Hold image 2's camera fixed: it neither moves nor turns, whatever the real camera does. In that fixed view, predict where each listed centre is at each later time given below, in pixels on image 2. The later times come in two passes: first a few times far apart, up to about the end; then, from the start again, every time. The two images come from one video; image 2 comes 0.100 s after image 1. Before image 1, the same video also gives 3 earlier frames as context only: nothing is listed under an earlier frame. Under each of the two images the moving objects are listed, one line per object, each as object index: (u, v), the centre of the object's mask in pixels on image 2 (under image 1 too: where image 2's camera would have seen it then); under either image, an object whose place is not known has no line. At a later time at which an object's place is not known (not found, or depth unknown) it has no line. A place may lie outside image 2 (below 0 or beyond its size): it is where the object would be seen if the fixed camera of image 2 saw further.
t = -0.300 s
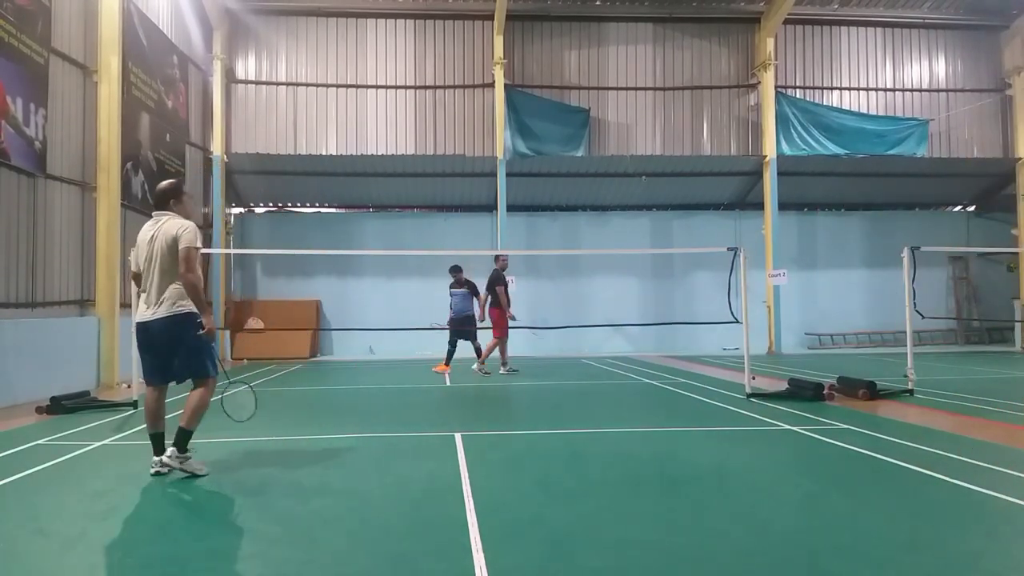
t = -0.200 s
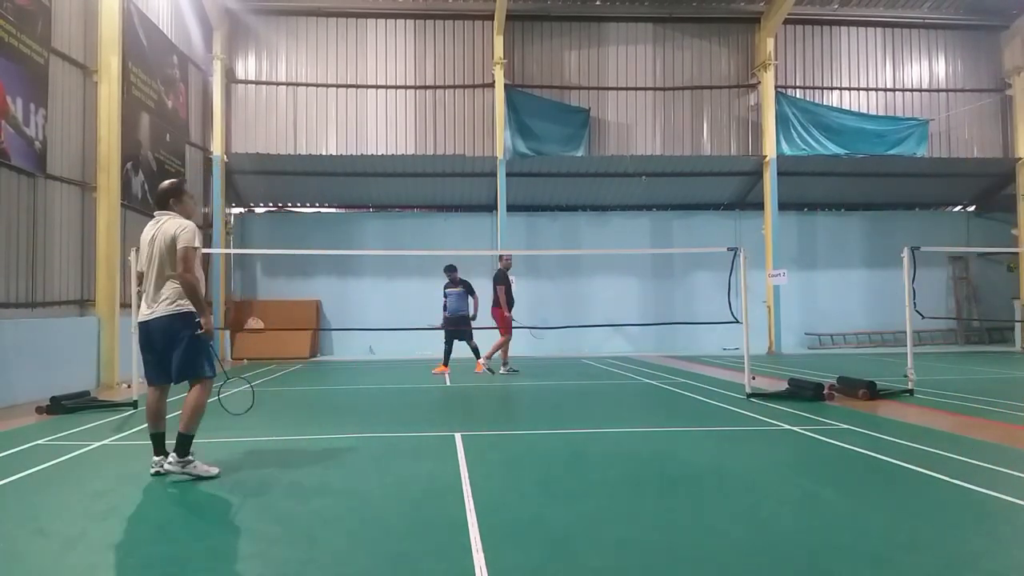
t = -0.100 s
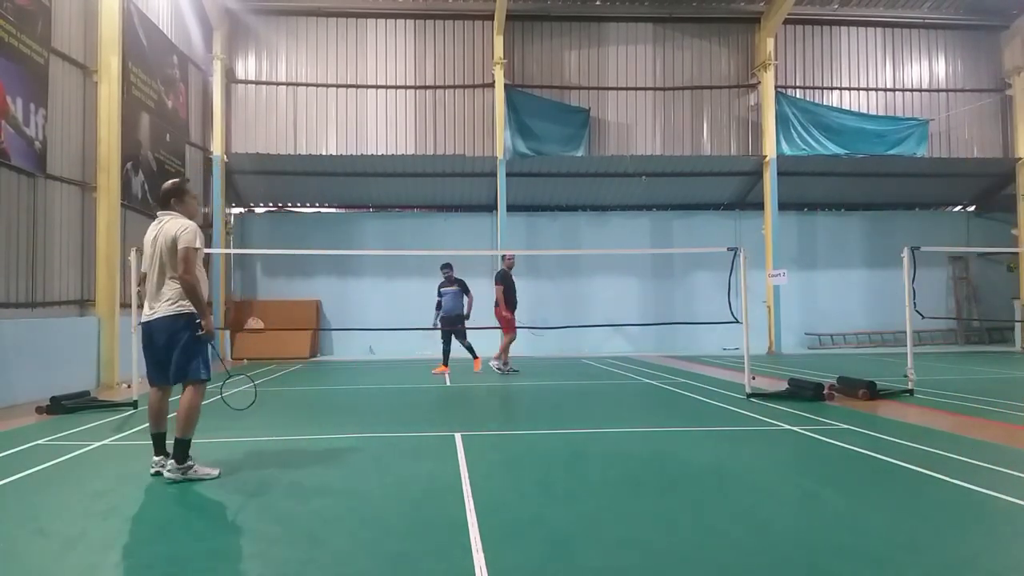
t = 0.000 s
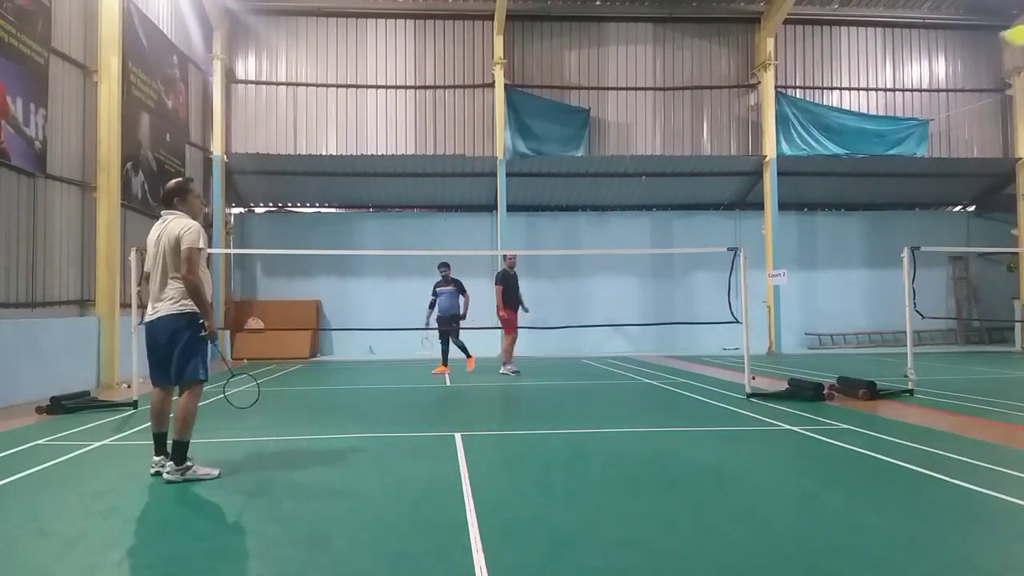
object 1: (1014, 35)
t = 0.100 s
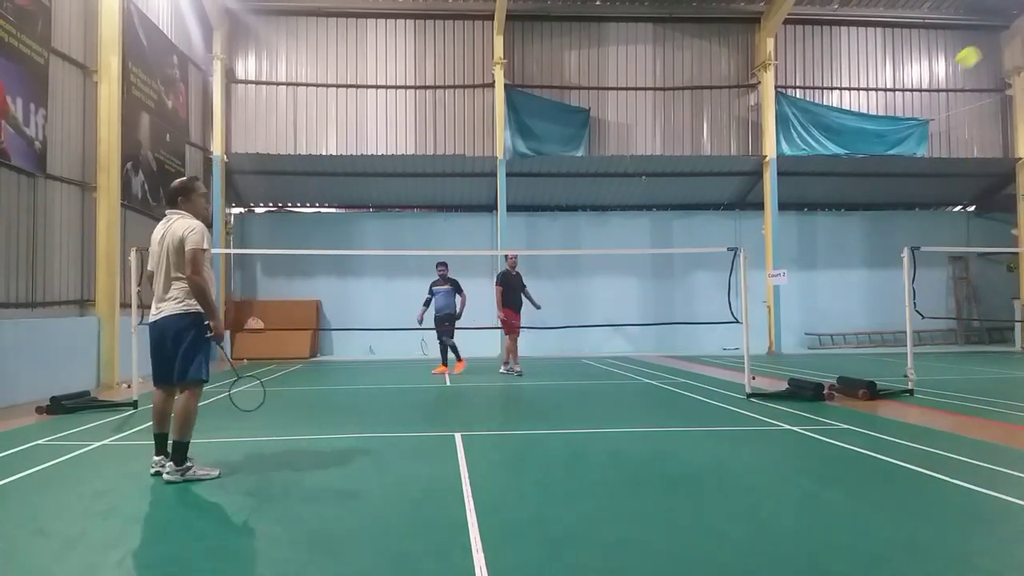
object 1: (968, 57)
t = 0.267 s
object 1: (903, 136)
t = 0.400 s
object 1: (866, 232)
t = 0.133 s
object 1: (954, 68)
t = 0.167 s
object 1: (938, 84)
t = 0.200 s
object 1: (926, 99)
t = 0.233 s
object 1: (914, 116)
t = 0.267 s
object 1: (903, 136)
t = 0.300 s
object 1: (891, 160)
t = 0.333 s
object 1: (882, 182)
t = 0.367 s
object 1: (874, 205)
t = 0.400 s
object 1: (866, 232)
